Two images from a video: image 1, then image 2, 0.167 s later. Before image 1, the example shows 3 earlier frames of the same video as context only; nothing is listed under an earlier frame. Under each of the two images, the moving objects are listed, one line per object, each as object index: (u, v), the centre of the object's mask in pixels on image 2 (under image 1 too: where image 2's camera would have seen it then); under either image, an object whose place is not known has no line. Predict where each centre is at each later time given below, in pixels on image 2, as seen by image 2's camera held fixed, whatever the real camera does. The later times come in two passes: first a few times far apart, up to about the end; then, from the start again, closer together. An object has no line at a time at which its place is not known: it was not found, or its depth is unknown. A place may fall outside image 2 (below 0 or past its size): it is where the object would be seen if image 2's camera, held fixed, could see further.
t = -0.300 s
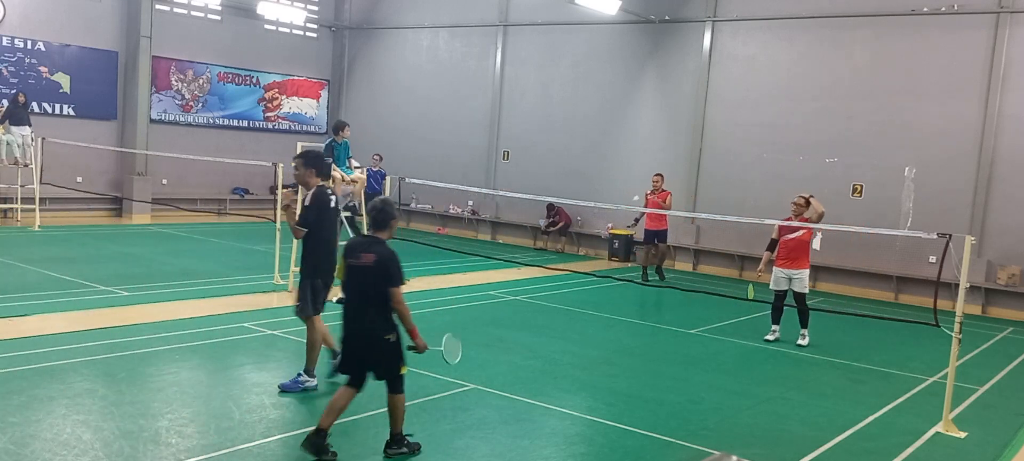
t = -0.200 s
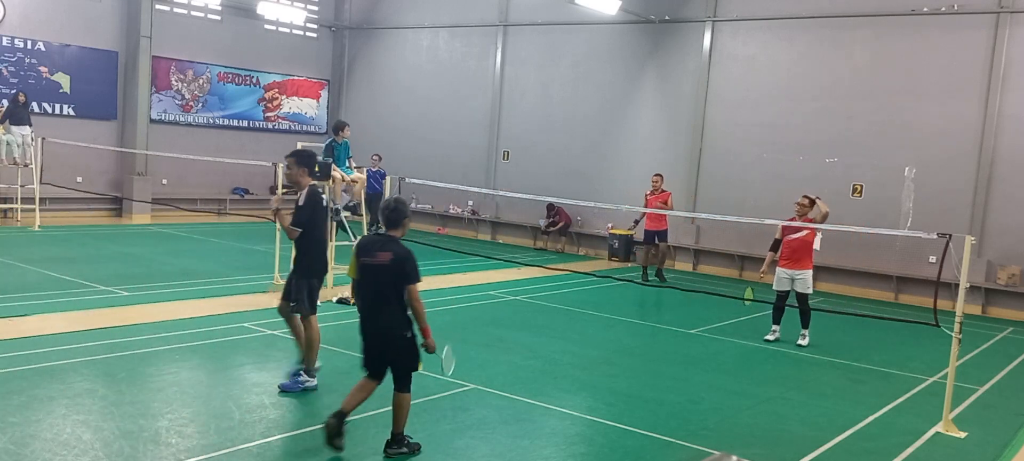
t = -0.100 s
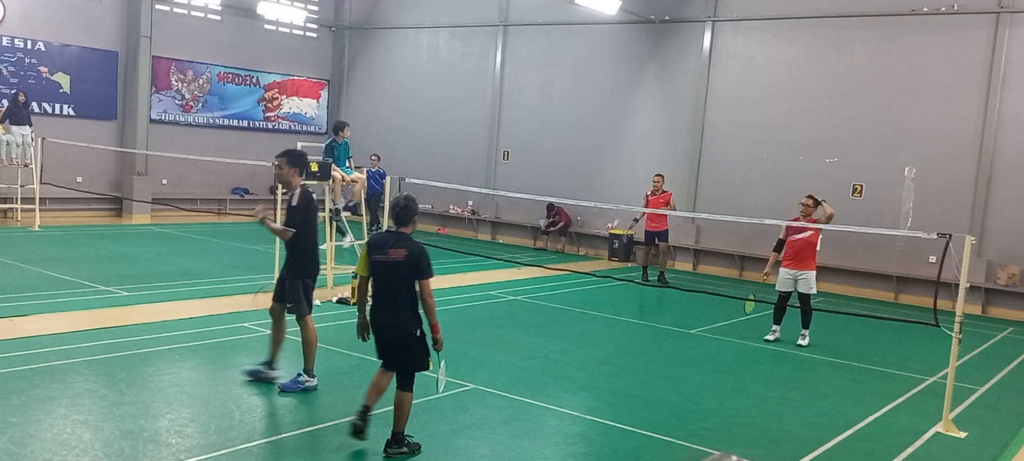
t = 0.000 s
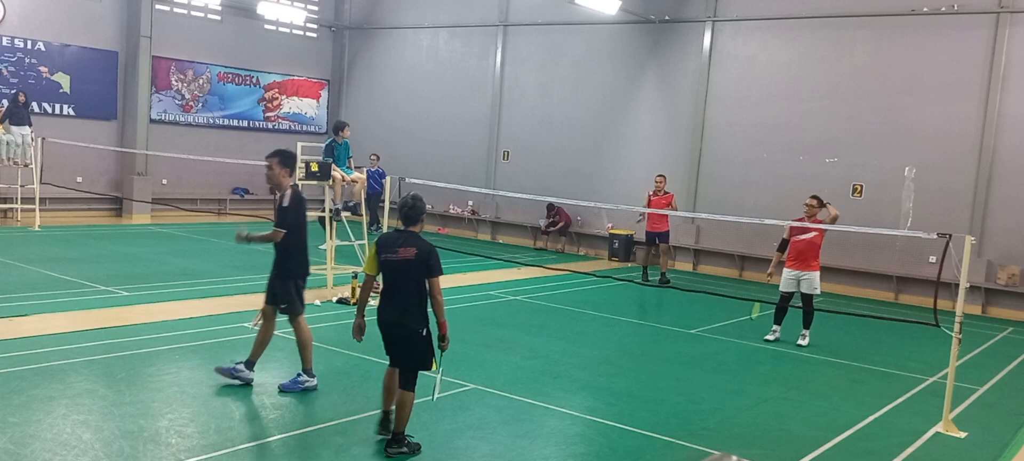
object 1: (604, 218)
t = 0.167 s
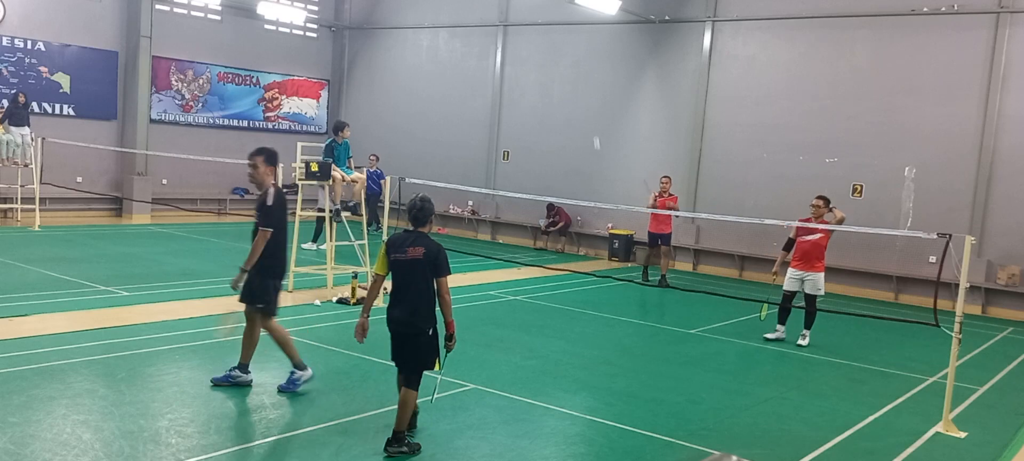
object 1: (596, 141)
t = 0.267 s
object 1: (592, 110)
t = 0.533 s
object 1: (574, 74)
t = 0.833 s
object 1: (545, 125)
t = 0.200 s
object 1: (595, 130)
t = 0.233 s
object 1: (593, 119)
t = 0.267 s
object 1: (592, 110)
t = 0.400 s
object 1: (583, 83)
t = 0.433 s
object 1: (581, 79)
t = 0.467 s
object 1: (579, 76)
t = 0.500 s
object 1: (576, 74)
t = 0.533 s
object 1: (574, 74)
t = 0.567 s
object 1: (570, 73)
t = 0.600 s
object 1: (567, 74)
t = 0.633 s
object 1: (566, 77)
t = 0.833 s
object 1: (545, 125)
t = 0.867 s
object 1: (541, 138)
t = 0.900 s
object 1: (536, 152)
